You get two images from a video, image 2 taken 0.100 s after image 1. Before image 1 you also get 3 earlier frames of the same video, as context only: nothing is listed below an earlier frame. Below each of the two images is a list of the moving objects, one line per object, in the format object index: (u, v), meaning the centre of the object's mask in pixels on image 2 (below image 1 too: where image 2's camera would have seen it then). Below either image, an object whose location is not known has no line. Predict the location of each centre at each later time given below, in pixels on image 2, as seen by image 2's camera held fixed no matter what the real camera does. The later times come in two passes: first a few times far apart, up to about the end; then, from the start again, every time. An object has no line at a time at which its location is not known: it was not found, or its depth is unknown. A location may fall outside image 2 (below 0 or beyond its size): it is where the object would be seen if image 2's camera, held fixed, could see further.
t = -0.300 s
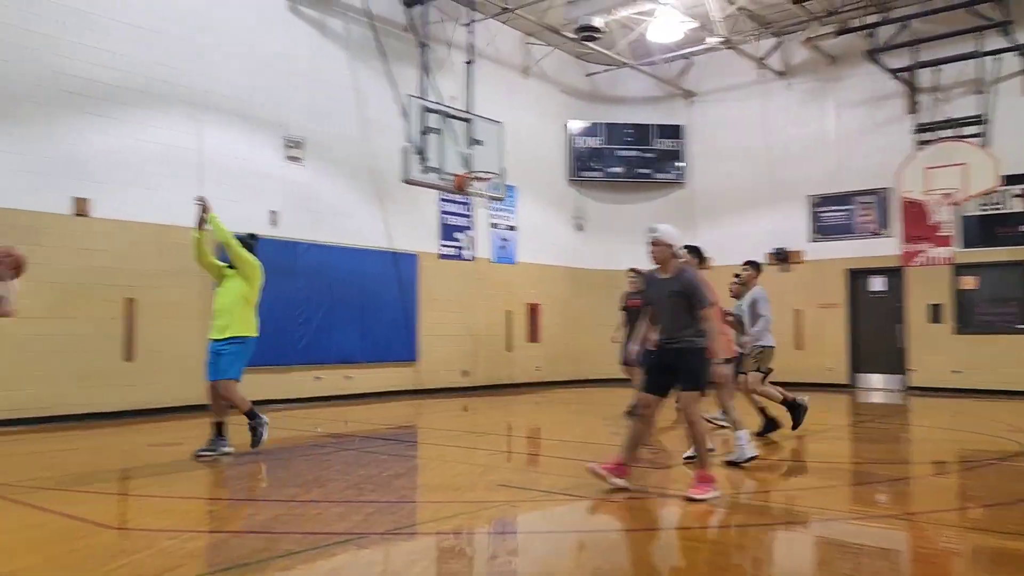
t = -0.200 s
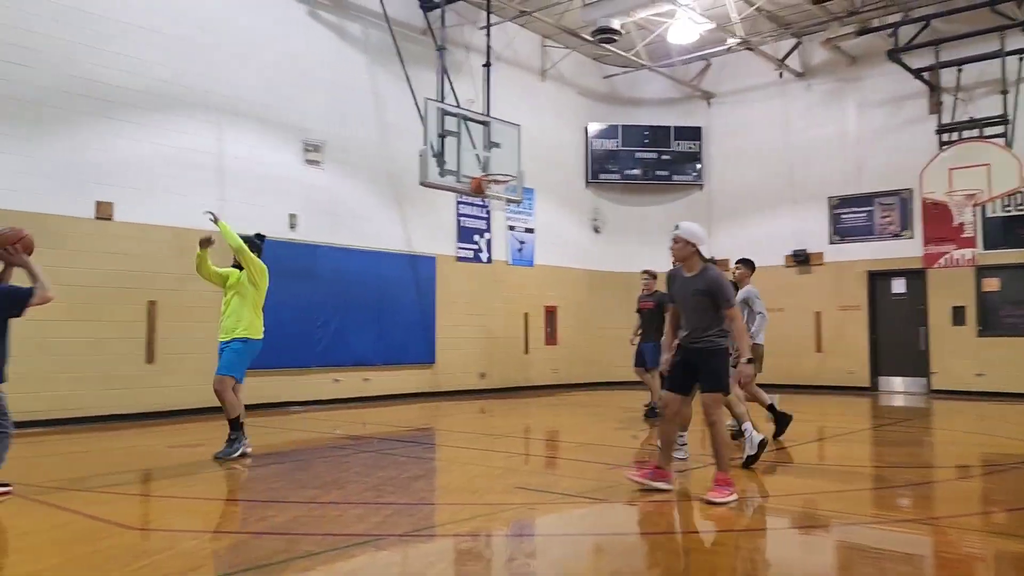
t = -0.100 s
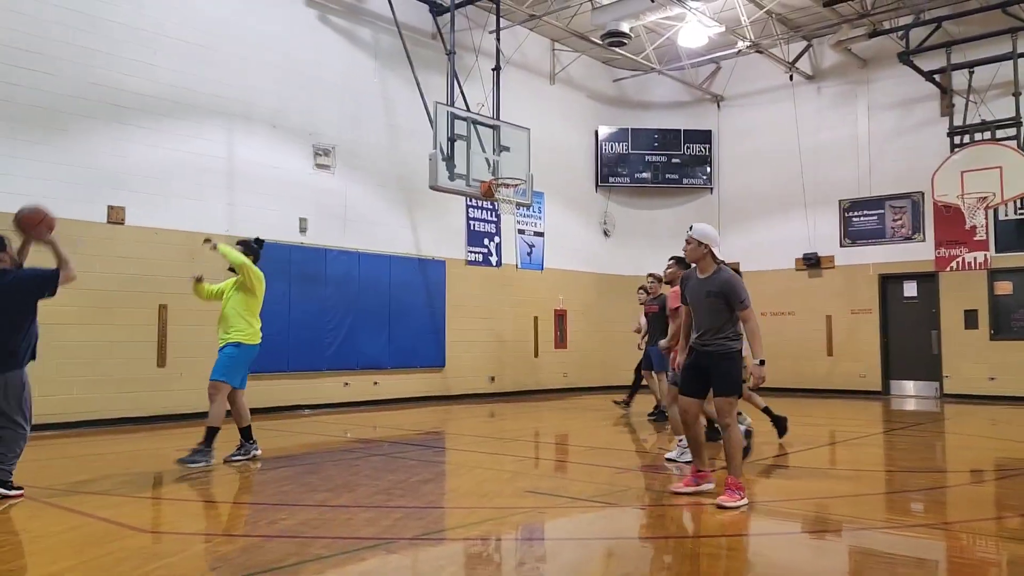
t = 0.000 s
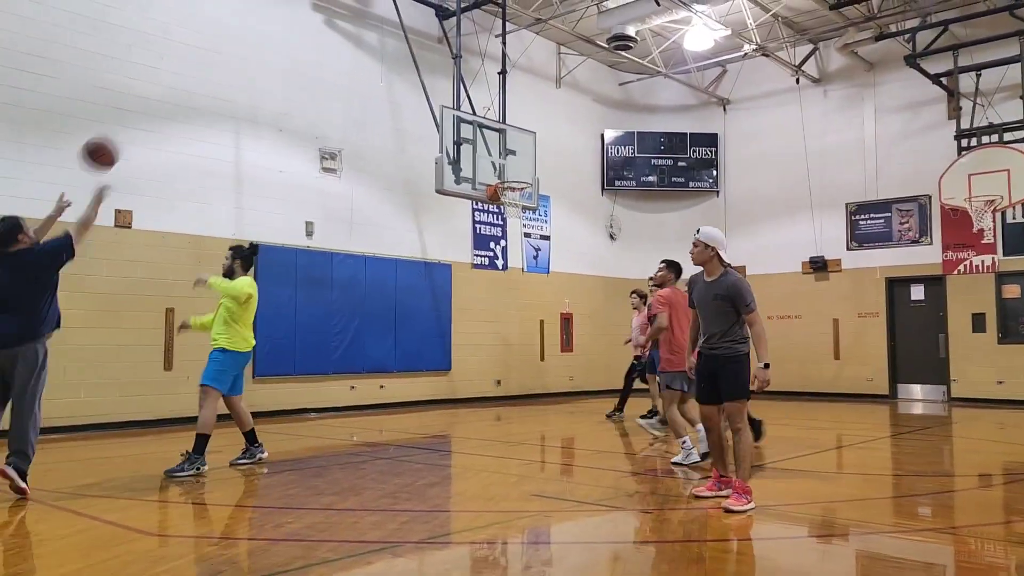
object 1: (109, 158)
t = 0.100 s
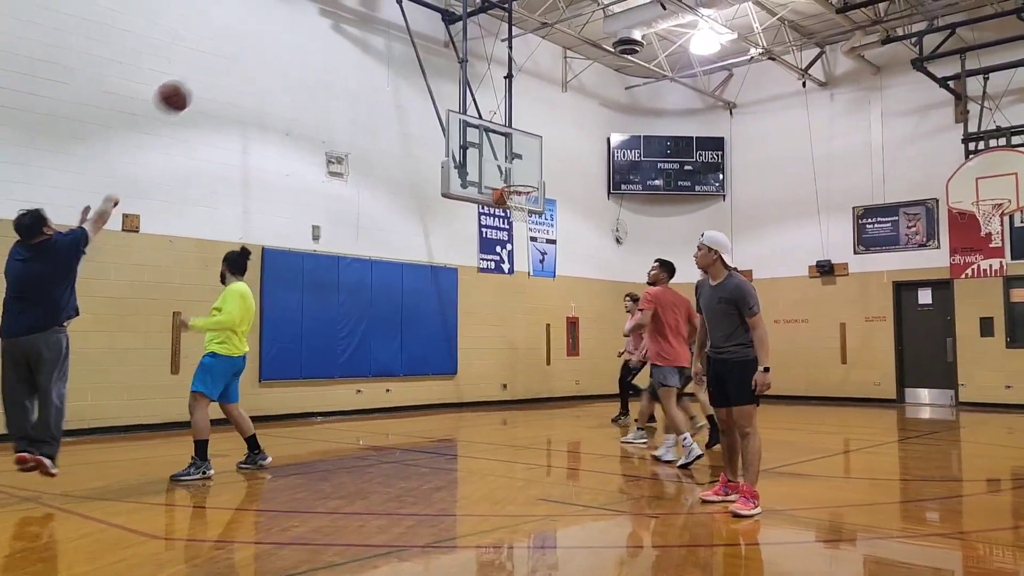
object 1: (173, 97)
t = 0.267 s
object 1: (261, 35)
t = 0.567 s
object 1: (381, 17)
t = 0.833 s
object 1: (458, 67)
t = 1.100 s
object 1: (518, 160)
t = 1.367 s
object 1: (551, 159)
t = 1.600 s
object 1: (574, 179)
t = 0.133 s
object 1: (193, 80)
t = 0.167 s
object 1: (211, 66)
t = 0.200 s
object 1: (228, 54)
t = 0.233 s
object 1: (245, 44)
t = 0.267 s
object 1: (261, 35)
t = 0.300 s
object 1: (277, 28)
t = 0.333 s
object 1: (291, 22)
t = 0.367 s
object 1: (305, 18)
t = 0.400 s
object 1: (319, 15)
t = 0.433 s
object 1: (332, 13)
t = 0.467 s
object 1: (345, 12)
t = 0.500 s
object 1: (358, 12)
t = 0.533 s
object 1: (369, 14)
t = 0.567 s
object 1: (381, 17)
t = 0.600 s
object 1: (392, 20)
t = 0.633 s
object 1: (402, 24)
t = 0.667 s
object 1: (412, 30)
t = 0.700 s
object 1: (422, 36)
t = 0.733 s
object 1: (432, 42)
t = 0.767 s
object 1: (441, 49)
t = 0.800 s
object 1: (449, 57)
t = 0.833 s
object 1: (458, 67)
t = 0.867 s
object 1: (466, 76)
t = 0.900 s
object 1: (475, 87)
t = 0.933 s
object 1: (483, 97)
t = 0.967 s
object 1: (491, 109)
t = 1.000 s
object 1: (498, 121)
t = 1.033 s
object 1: (505, 134)
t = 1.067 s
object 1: (512, 148)
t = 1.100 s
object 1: (518, 160)
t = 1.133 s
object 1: (525, 175)
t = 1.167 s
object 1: (530, 174)
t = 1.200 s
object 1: (533, 169)
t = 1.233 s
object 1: (537, 166)
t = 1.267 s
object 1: (541, 162)
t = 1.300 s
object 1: (544, 160)
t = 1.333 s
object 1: (547, 159)
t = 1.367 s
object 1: (551, 159)
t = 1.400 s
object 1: (554, 160)
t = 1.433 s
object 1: (558, 161)
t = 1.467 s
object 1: (561, 163)
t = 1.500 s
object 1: (564, 166)
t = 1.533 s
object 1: (568, 169)
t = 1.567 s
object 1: (571, 174)
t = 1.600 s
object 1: (574, 179)
